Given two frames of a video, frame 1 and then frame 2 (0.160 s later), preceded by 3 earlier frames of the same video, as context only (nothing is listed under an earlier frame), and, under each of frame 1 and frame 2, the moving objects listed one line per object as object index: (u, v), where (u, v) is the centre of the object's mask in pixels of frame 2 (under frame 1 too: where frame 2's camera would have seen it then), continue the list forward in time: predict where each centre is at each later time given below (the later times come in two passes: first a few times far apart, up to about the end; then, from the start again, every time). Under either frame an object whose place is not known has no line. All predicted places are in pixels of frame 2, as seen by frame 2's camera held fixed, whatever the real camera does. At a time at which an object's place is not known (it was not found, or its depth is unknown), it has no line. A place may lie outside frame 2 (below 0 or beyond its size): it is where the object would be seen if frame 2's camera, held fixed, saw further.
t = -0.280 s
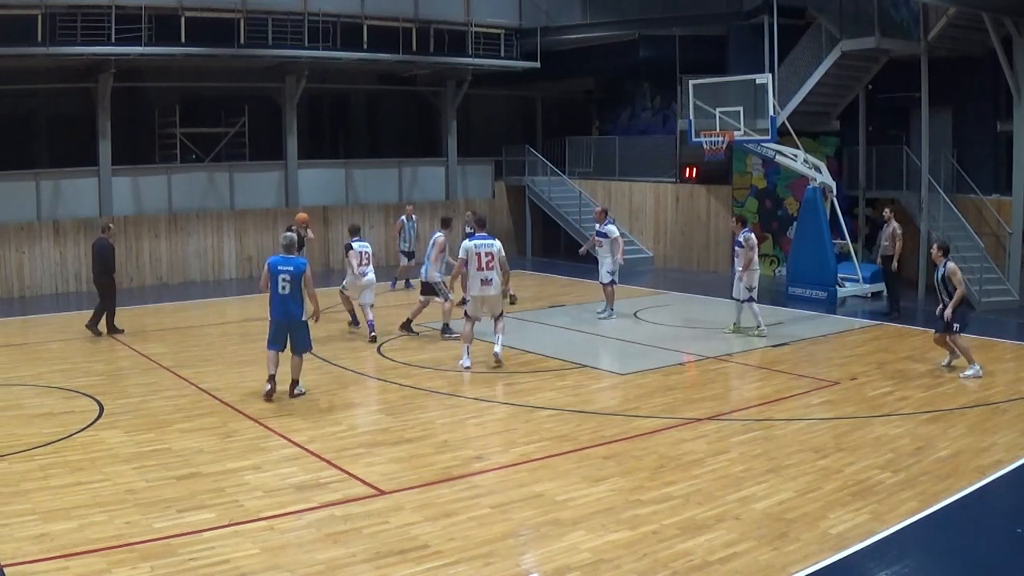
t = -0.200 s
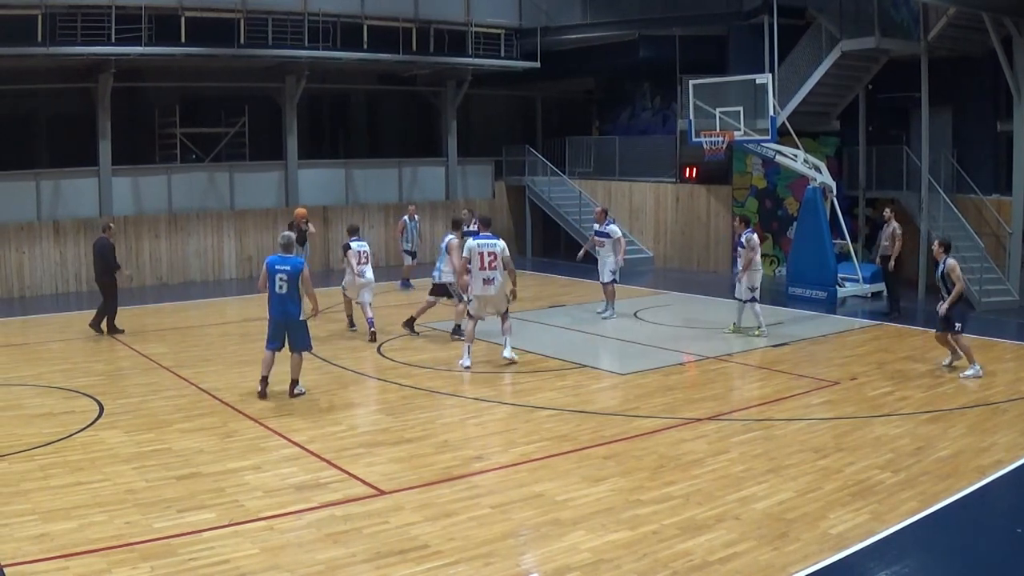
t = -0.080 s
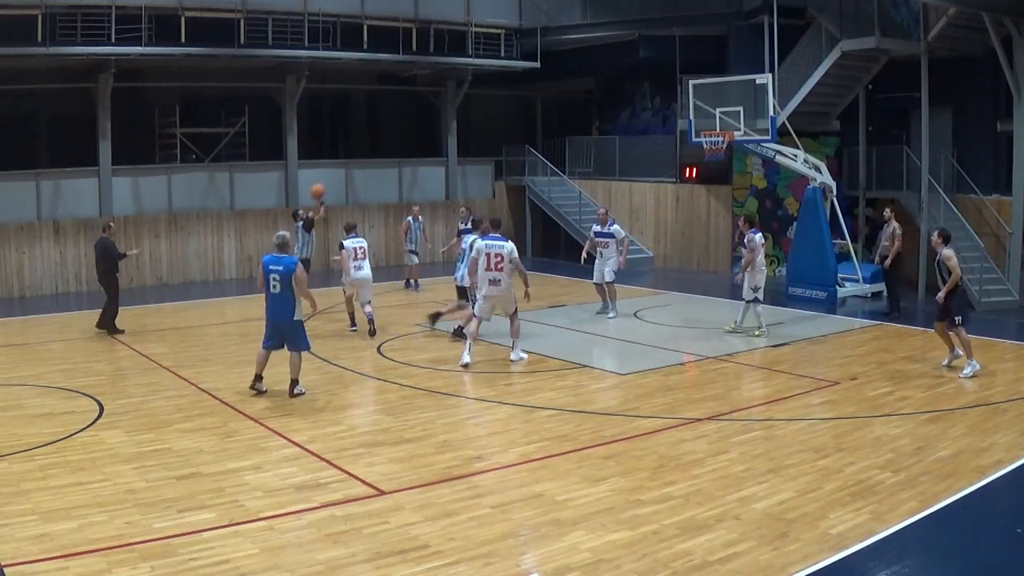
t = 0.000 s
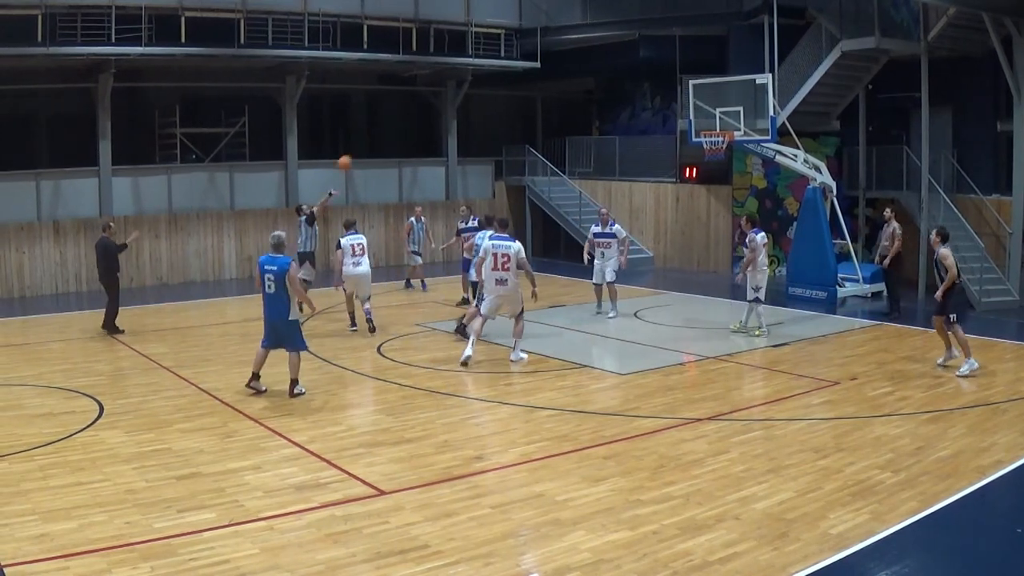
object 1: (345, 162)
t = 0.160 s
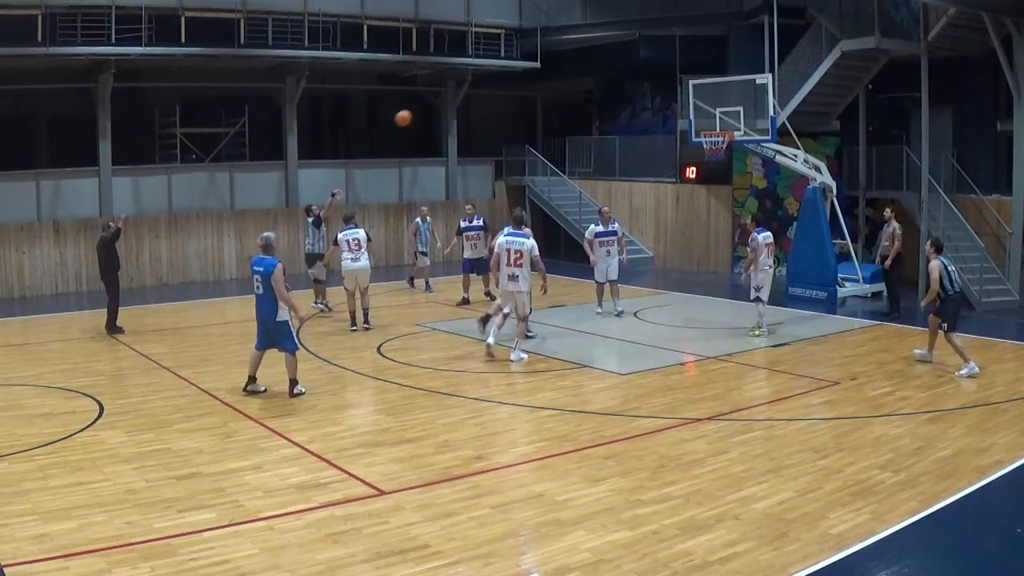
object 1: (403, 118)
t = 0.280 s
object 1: (448, 94)
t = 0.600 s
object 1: (565, 73)
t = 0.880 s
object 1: (663, 106)
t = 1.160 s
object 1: (659, 101)
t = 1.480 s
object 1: (596, 100)
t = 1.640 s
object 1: (566, 120)
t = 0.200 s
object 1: (418, 109)
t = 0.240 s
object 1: (433, 101)
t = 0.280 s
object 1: (448, 94)
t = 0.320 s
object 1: (463, 88)
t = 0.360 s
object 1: (477, 83)
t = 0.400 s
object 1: (492, 79)
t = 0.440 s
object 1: (507, 76)
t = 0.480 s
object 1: (521, 74)
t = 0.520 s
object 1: (536, 72)
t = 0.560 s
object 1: (550, 72)
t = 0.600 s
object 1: (565, 73)
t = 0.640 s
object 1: (579, 75)
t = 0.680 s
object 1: (593, 78)
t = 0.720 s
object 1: (608, 82)
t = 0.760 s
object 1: (622, 86)
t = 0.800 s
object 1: (636, 92)
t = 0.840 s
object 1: (650, 99)
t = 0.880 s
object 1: (663, 106)
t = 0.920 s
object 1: (677, 113)
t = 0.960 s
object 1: (691, 123)
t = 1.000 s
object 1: (691, 123)
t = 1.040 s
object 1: (683, 117)
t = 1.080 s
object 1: (675, 110)
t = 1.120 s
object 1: (667, 105)
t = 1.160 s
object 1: (659, 101)
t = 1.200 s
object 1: (651, 98)
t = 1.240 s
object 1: (643, 95)
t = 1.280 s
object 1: (635, 93)
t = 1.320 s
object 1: (627, 93)
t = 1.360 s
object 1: (619, 93)
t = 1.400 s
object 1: (611, 94)
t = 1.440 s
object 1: (603, 97)
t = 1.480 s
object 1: (596, 100)
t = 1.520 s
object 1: (588, 104)
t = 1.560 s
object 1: (580, 108)
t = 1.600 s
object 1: (573, 114)
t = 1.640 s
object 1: (566, 120)
